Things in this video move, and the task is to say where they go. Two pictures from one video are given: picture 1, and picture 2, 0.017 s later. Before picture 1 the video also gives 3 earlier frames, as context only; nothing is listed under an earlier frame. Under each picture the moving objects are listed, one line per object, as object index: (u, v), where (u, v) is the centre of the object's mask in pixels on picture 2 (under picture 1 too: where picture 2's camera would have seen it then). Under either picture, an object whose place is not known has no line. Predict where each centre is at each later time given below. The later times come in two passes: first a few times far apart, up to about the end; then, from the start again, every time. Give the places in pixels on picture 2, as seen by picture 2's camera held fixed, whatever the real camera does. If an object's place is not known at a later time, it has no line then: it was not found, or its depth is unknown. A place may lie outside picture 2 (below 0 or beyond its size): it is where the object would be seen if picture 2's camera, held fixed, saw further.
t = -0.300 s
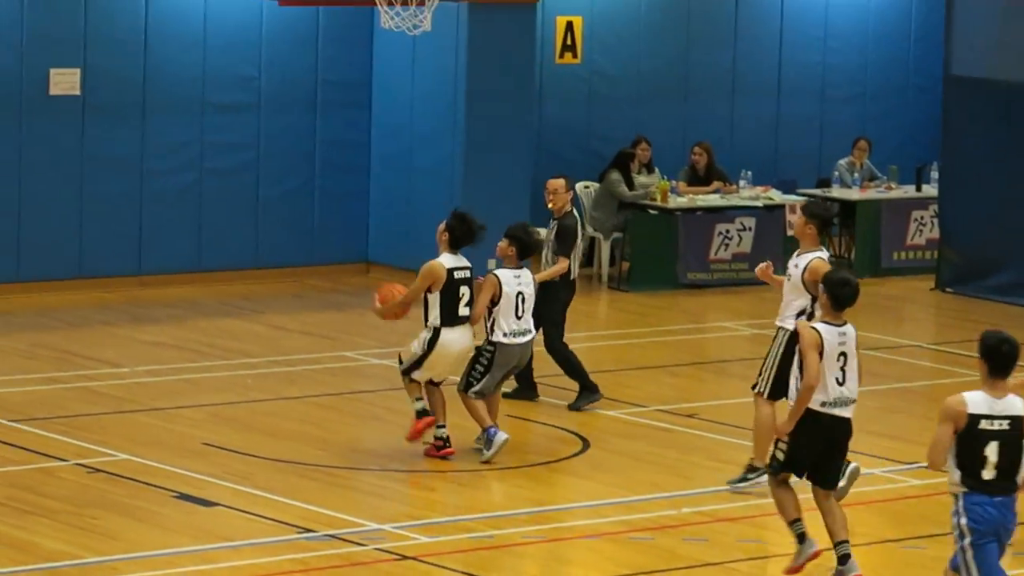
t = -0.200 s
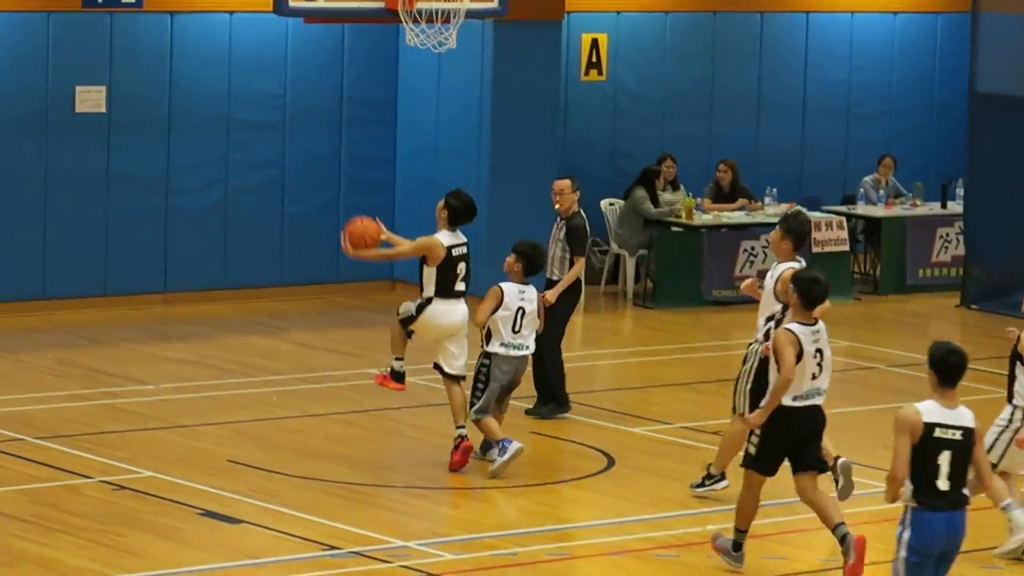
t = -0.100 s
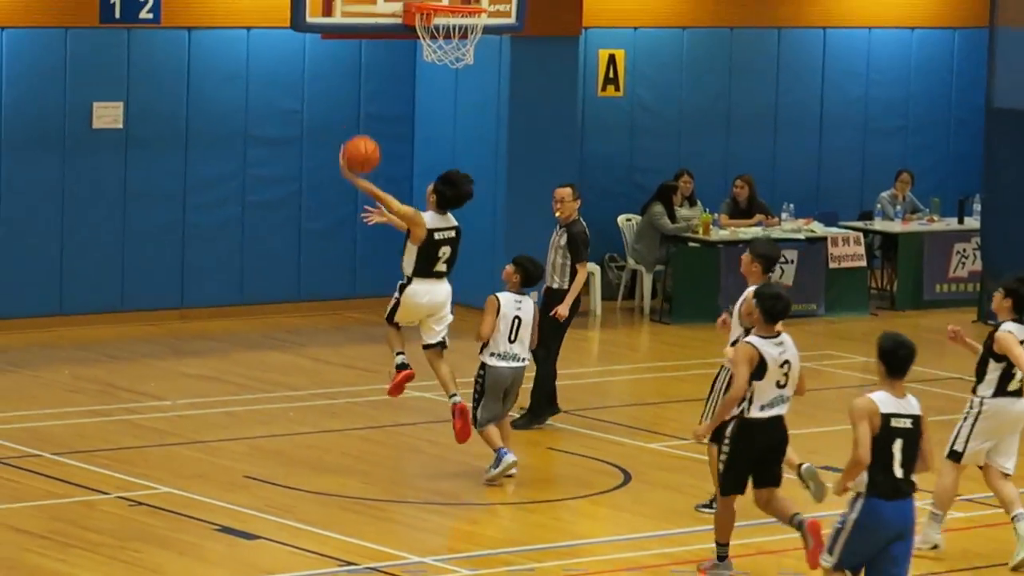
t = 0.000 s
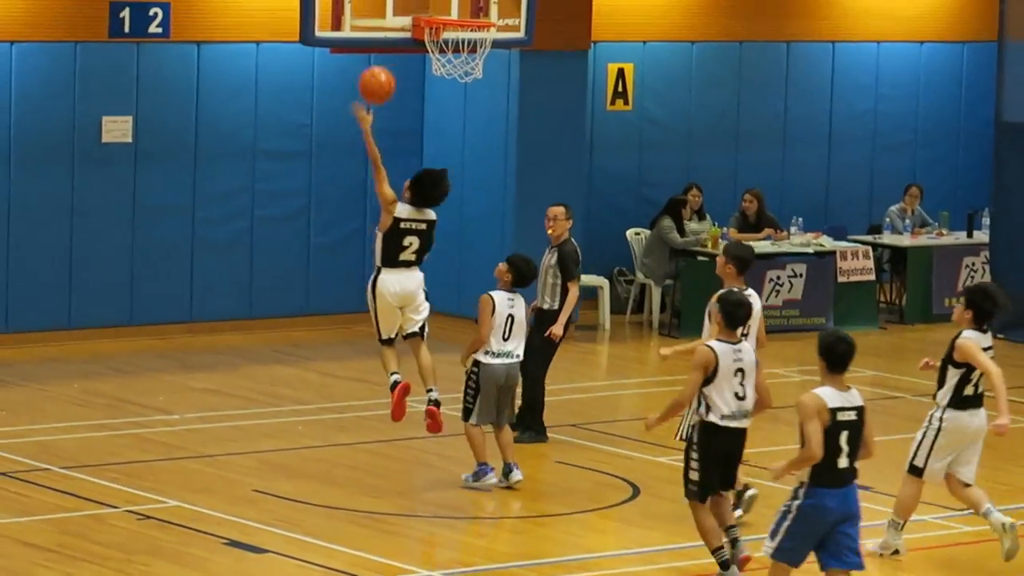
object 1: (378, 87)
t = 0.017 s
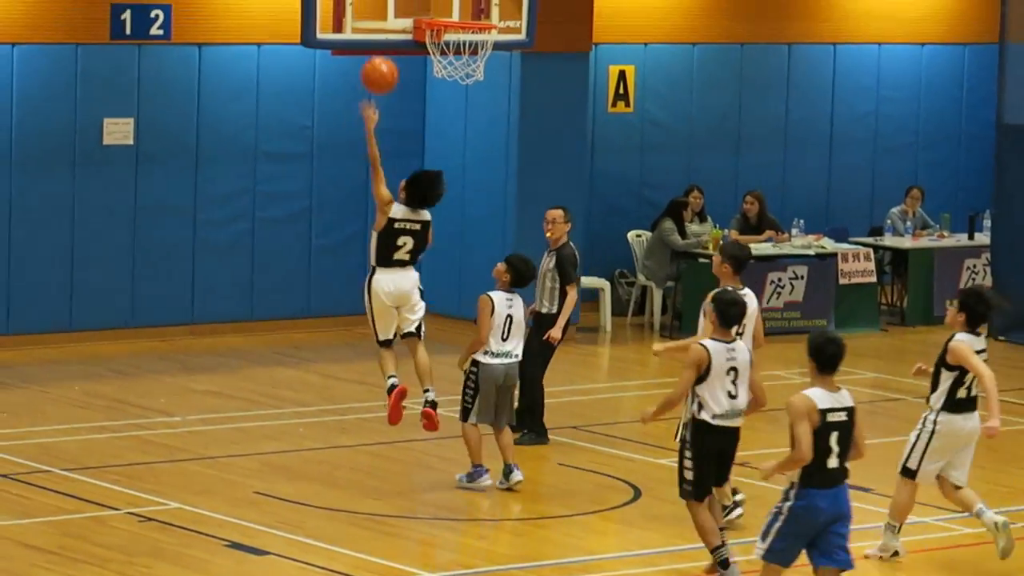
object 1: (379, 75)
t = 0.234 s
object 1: (409, -16)
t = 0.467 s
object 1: (454, -10)
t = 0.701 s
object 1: (456, 74)
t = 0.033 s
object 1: (381, 63)
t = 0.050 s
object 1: (383, 53)
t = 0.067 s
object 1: (385, 42)
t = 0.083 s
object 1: (386, 32)
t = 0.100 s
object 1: (387, 22)
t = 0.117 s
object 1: (389, 12)
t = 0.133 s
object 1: (391, 3)
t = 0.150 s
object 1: (392, -3)
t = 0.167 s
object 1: (396, -6)
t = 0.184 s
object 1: (399, -9)
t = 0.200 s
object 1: (403, -11)
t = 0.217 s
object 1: (406, -13)
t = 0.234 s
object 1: (409, -16)
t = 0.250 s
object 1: (413, -17)
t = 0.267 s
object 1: (415, -19)
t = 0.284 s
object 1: (419, -20)
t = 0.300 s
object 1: (422, -22)
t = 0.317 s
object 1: (425, -22)
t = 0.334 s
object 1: (428, -22)
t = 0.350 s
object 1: (431, -22)
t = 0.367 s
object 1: (435, -23)
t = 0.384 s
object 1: (438, -22)
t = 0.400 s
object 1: (442, -21)
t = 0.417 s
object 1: (445, -20)
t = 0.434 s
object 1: (448, -17)
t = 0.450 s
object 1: (451, -14)
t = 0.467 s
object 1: (454, -10)
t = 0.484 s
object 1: (457, -7)
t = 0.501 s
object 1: (460, -2)
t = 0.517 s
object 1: (464, 3)
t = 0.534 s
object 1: (467, 7)
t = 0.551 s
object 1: (469, 10)
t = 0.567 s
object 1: (472, 13)
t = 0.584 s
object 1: (474, 16)
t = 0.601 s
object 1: (470, 33)
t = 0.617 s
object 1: (468, 38)
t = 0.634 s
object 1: (466, 44)
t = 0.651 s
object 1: (463, 50)
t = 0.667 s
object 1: (461, 57)
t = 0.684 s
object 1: (459, 65)
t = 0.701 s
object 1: (456, 74)
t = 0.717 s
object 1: (453, 83)
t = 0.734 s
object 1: (450, 93)
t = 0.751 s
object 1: (447, 101)
